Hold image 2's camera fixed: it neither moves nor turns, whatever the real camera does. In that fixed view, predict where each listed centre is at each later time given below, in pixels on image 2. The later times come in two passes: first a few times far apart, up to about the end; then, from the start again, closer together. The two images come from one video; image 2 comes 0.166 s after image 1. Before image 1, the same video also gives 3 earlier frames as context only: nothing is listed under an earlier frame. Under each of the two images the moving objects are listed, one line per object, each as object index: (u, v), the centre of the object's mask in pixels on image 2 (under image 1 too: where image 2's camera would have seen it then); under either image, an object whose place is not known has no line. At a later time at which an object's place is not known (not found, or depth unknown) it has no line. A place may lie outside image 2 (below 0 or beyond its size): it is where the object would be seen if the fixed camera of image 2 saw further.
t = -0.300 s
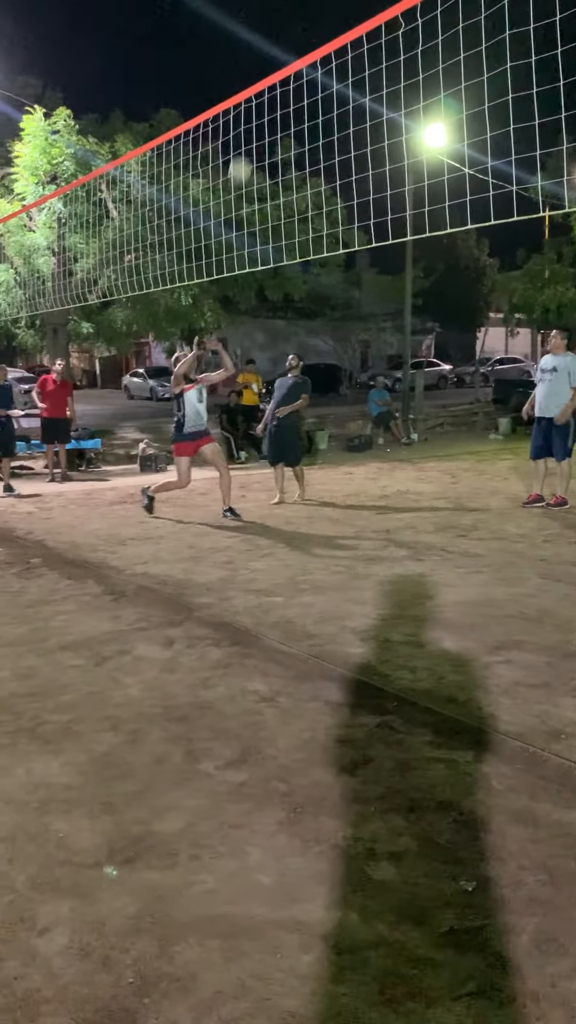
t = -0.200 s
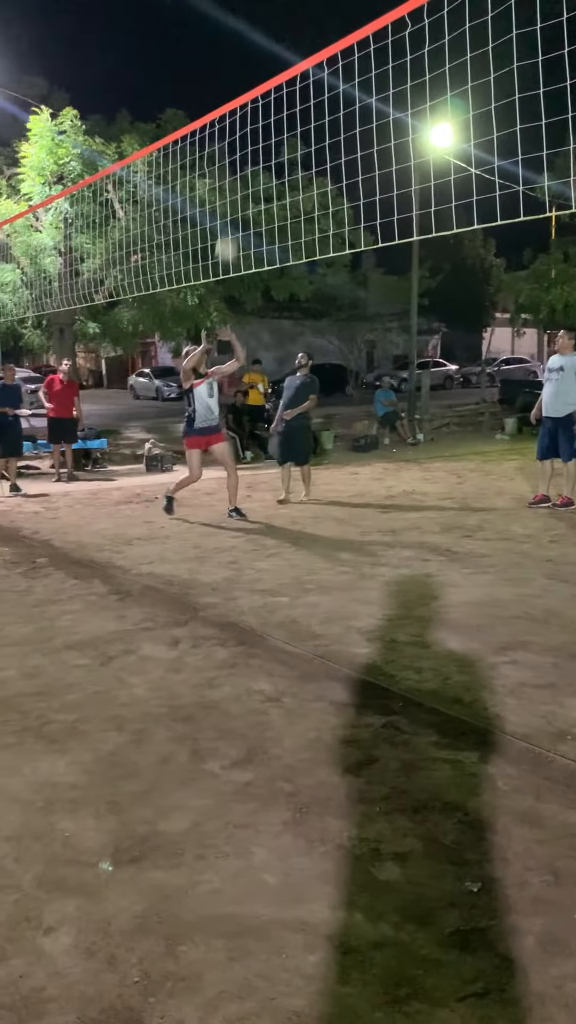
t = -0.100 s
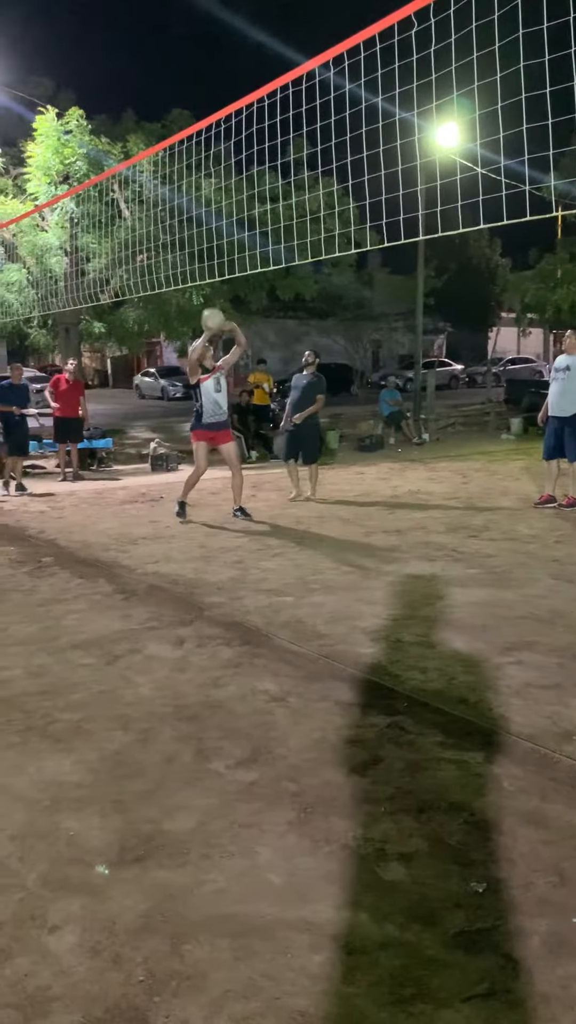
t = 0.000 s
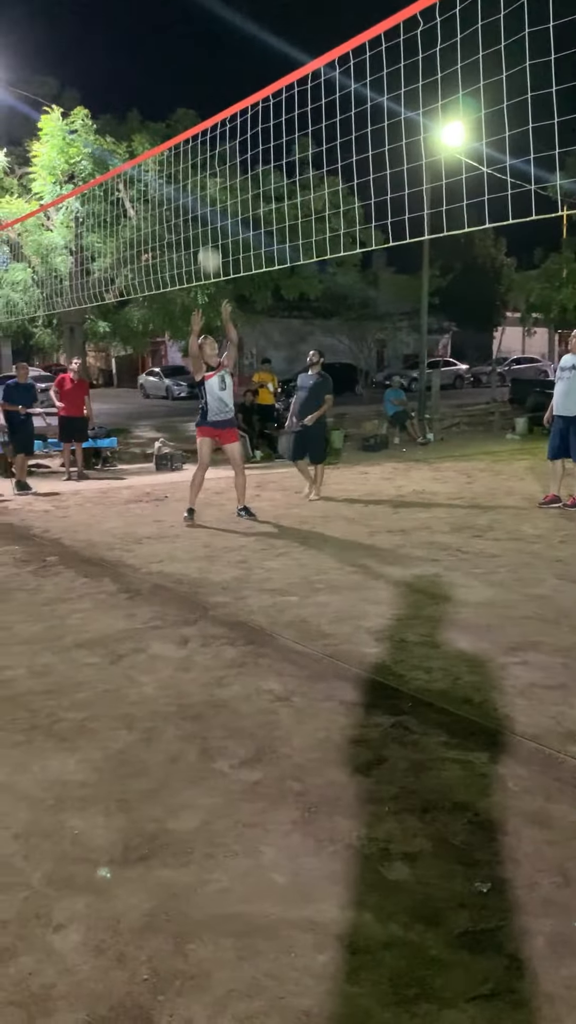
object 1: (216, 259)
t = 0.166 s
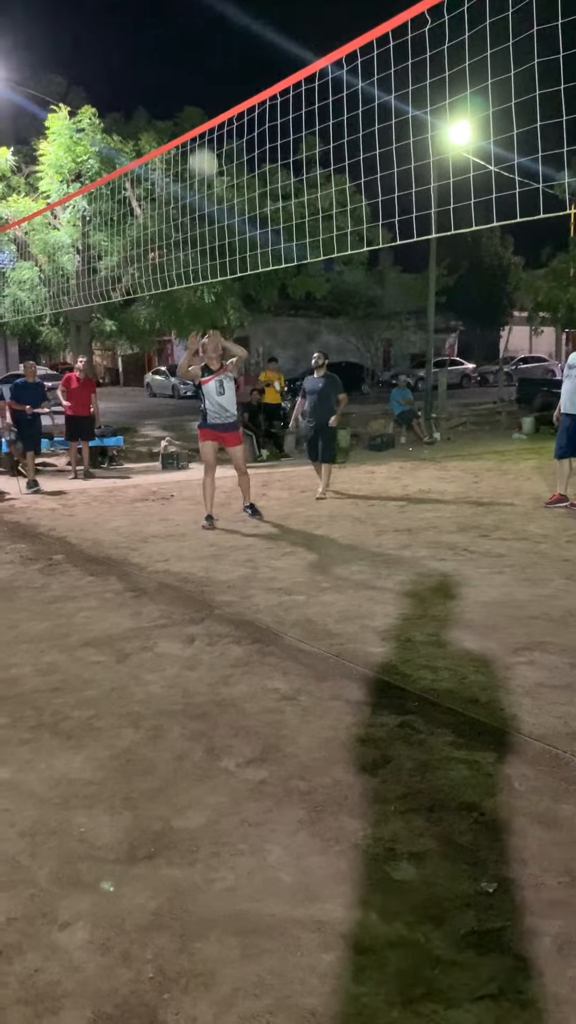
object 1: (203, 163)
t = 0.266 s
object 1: (194, 112)
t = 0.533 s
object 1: (162, 24)
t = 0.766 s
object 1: (117, 48)
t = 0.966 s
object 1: (59, 252)
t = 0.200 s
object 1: (201, 148)
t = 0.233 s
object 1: (198, 127)
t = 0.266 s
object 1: (194, 112)
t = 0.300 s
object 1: (192, 99)
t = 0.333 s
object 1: (188, 85)
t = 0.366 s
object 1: (184, 72)
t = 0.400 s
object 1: (180, 59)
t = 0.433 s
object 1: (176, 48)
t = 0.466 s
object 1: (172, 38)
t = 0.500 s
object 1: (167, 30)
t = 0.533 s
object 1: (162, 24)
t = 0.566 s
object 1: (157, 21)
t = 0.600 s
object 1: (151, 20)
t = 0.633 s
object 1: (145, 20)
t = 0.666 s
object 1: (139, 22)
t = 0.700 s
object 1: (132, 26)
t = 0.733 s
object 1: (125, 35)
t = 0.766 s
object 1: (117, 48)
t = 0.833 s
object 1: (101, 89)
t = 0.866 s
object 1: (92, 116)
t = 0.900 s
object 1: (85, 155)
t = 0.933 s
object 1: (71, 201)
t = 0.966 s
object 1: (59, 252)
